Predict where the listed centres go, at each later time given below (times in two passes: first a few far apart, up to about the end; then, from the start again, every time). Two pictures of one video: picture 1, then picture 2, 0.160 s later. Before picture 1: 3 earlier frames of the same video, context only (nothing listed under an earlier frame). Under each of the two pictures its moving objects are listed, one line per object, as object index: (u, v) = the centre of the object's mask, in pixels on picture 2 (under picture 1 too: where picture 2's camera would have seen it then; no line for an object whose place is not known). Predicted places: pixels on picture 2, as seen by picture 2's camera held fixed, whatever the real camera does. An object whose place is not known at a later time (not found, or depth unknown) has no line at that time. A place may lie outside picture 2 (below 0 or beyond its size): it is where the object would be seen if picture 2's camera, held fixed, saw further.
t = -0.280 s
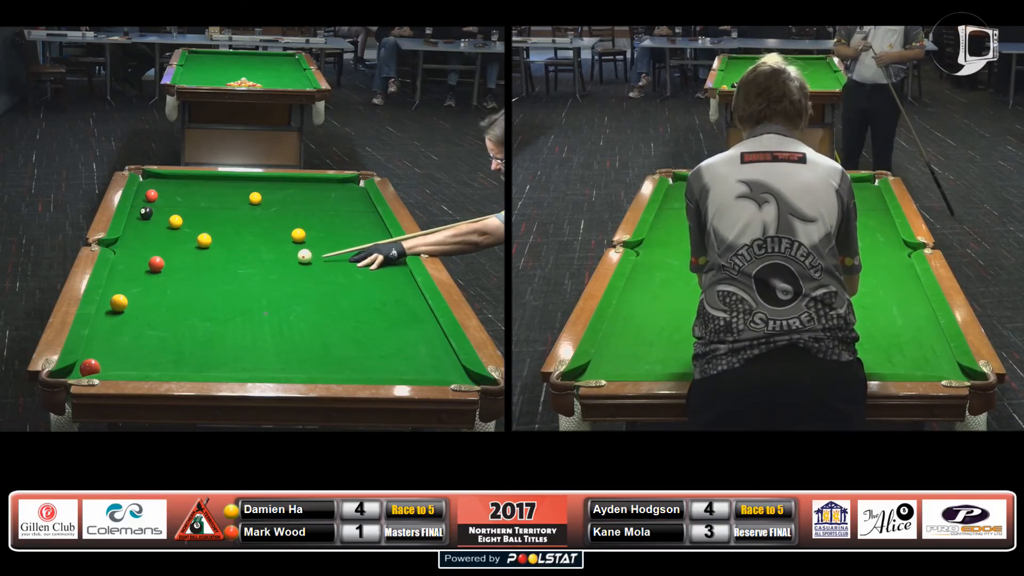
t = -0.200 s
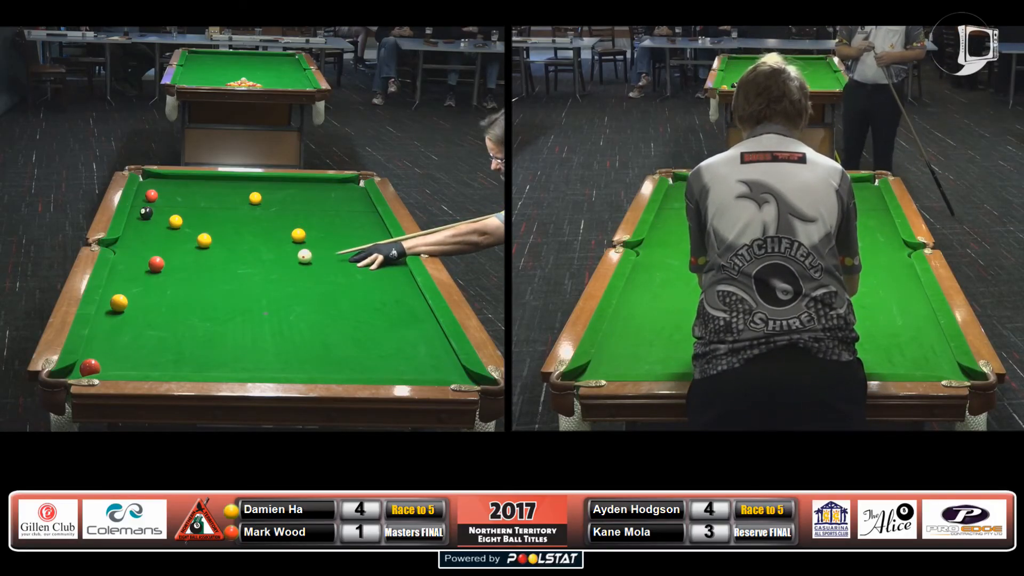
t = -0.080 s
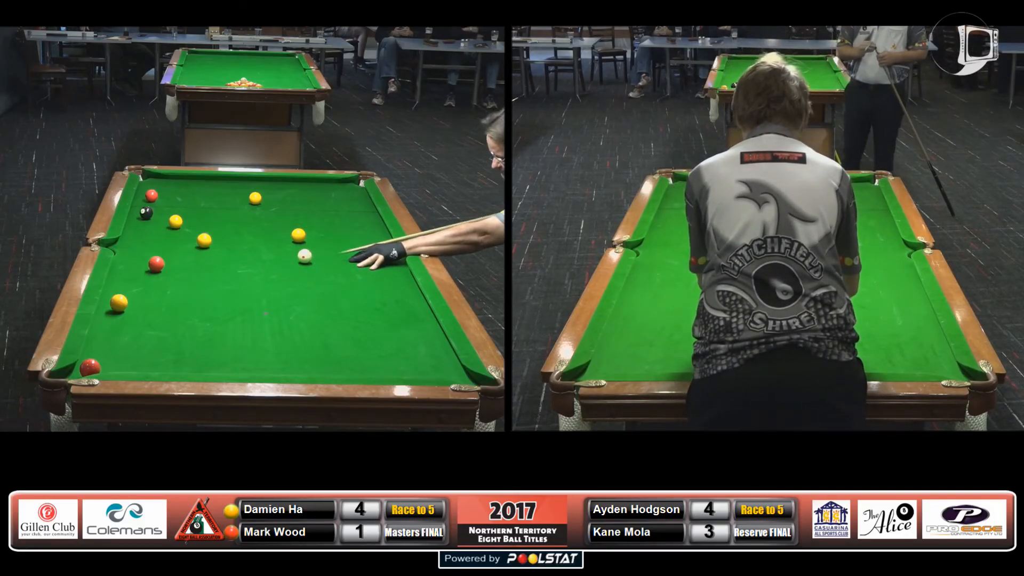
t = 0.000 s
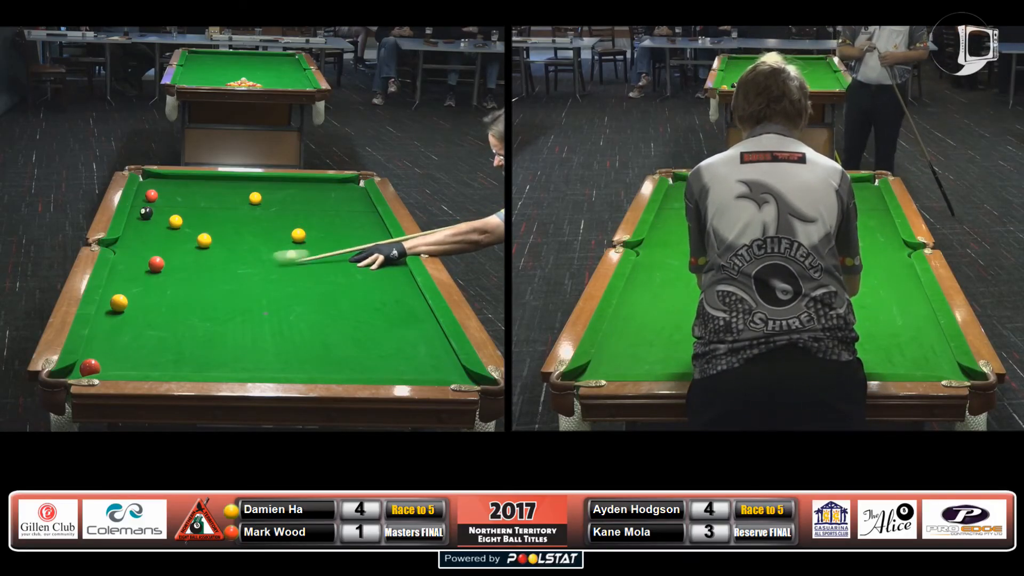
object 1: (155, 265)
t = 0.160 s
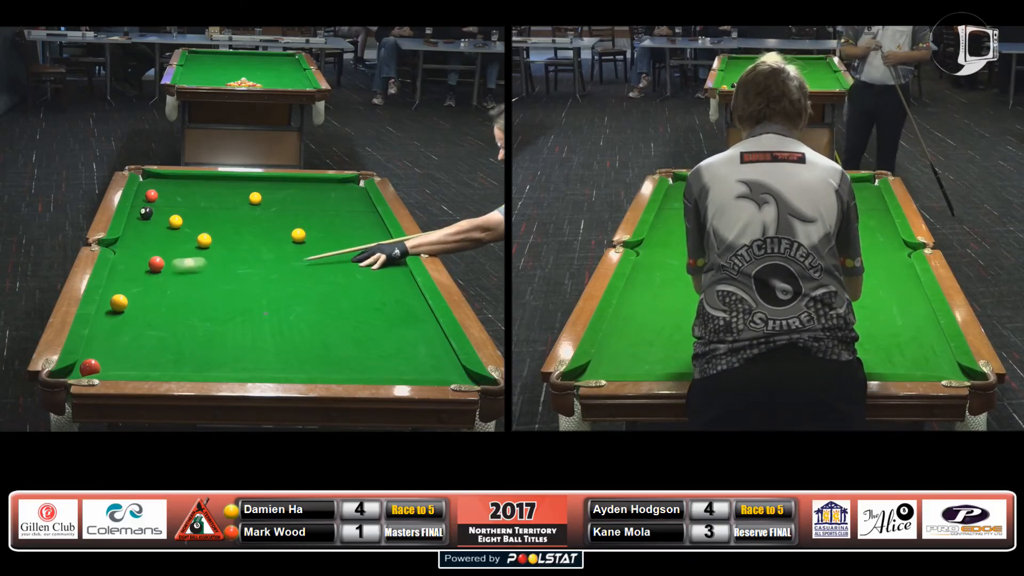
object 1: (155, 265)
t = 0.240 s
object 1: (137, 262)
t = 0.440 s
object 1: (151, 257)
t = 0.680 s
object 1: (195, 254)
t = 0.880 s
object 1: (230, 251)
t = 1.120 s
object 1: (268, 248)
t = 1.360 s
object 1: (304, 245)
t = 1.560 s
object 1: (332, 243)
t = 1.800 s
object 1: (362, 241)
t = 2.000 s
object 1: (385, 239)
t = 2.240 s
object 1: (370, 237)
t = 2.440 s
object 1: (358, 235)
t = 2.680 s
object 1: (345, 233)
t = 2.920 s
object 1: (335, 232)
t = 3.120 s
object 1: (327, 231)
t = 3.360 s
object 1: (320, 230)
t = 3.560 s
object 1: (316, 230)
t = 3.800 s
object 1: (312, 229)
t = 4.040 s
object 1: (310, 229)
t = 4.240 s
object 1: (310, 228)
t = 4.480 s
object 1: (310, 229)
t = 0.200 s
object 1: (151, 264)
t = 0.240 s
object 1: (137, 262)
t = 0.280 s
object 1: (124, 260)
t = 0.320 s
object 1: (126, 259)
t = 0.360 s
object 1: (135, 258)
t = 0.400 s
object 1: (144, 258)
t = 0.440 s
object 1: (151, 257)
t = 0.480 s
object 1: (159, 257)
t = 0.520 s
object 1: (167, 256)
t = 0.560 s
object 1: (174, 255)
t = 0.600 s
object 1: (181, 255)
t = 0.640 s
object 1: (188, 254)
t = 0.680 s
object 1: (195, 254)
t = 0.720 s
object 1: (203, 253)
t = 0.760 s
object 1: (210, 253)
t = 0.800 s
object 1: (217, 252)
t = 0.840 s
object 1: (224, 251)
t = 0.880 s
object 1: (230, 251)
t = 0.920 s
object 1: (237, 250)
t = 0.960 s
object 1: (243, 250)
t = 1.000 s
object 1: (250, 249)
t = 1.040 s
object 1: (256, 249)
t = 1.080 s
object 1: (262, 248)
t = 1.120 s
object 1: (268, 248)
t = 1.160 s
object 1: (275, 247)
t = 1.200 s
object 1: (281, 247)
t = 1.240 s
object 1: (286, 247)
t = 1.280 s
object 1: (292, 246)
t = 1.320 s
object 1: (298, 246)
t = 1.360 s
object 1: (304, 245)
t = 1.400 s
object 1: (310, 245)
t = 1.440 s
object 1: (315, 244)
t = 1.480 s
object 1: (321, 244)
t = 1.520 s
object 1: (326, 244)
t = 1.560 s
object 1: (332, 243)
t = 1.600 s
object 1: (337, 243)
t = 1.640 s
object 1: (342, 242)
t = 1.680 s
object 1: (347, 242)
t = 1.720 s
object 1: (352, 242)
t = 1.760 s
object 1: (357, 241)
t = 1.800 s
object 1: (362, 241)
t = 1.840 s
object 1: (367, 240)
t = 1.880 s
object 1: (372, 240)
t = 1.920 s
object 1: (377, 240)
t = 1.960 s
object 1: (381, 239)
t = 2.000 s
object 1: (385, 239)
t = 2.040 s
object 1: (383, 239)
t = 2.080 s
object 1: (380, 238)
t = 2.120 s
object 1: (377, 238)
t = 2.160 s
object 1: (375, 237)
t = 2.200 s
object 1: (372, 237)
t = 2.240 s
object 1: (370, 237)
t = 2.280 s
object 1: (367, 236)
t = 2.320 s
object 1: (365, 236)
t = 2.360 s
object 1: (362, 236)
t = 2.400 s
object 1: (360, 235)
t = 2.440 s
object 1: (358, 235)
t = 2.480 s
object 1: (356, 235)
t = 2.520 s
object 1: (353, 234)
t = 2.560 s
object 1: (351, 234)
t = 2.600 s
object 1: (349, 234)
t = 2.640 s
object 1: (347, 234)
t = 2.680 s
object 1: (345, 233)
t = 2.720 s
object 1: (343, 233)
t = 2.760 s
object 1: (342, 233)
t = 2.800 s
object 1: (340, 233)
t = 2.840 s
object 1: (338, 232)
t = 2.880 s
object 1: (336, 232)
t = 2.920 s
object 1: (335, 232)
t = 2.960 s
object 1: (333, 232)
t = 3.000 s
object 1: (332, 232)
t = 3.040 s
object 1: (330, 232)
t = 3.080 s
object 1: (329, 231)
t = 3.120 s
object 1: (327, 231)
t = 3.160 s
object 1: (326, 231)
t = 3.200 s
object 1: (325, 231)
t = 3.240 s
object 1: (324, 231)
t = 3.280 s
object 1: (323, 230)
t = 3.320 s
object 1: (321, 230)
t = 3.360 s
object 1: (320, 230)
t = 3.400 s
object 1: (319, 230)
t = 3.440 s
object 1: (318, 230)
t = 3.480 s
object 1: (317, 230)
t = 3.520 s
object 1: (317, 230)
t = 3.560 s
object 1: (316, 230)
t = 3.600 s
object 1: (315, 229)
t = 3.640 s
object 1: (315, 229)
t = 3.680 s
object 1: (314, 229)
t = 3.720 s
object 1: (313, 229)
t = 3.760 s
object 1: (313, 229)
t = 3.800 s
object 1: (312, 229)
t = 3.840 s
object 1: (312, 229)
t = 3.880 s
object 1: (311, 229)
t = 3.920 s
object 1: (311, 229)
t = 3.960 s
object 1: (311, 229)
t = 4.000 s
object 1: (311, 229)
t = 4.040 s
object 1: (310, 229)
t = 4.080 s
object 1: (310, 229)
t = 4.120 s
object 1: (310, 229)
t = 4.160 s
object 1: (310, 229)
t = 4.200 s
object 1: (310, 228)
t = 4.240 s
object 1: (310, 228)
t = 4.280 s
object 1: (310, 229)
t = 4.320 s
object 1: (310, 229)
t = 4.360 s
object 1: (310, 229)
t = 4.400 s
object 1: (310, 229)
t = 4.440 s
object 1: (310, 229)
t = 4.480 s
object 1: (310, 229)
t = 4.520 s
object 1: (310, 229)
